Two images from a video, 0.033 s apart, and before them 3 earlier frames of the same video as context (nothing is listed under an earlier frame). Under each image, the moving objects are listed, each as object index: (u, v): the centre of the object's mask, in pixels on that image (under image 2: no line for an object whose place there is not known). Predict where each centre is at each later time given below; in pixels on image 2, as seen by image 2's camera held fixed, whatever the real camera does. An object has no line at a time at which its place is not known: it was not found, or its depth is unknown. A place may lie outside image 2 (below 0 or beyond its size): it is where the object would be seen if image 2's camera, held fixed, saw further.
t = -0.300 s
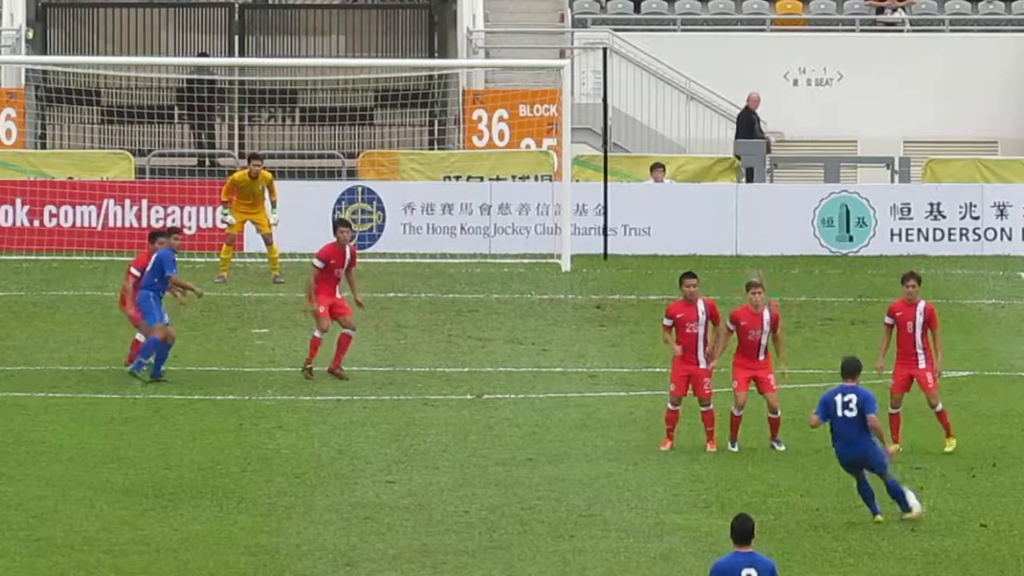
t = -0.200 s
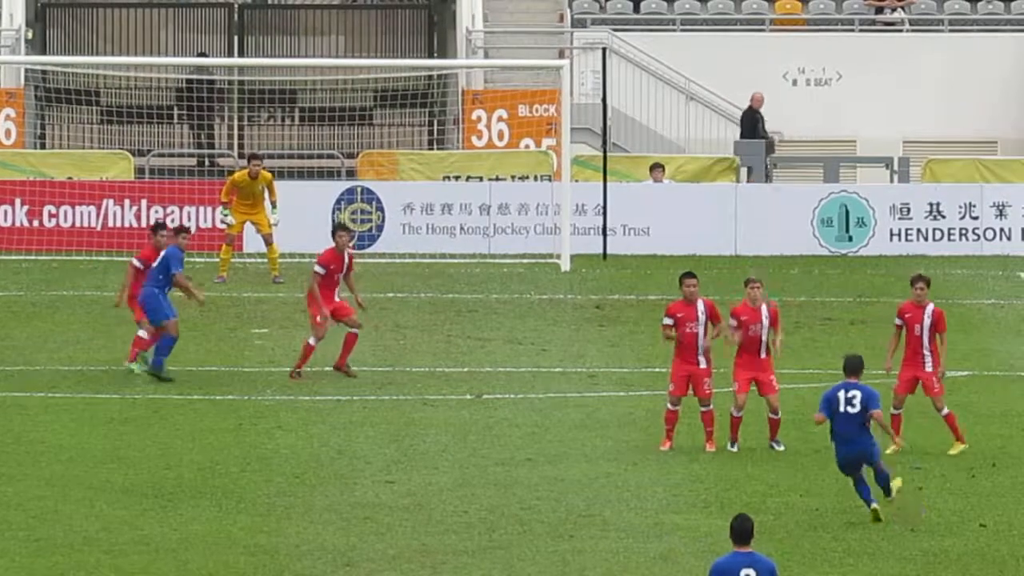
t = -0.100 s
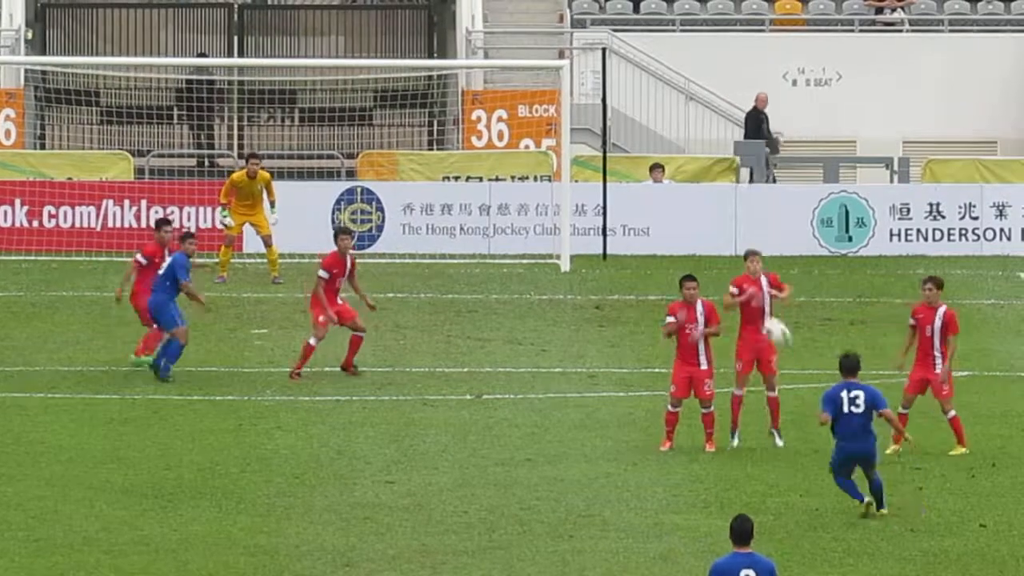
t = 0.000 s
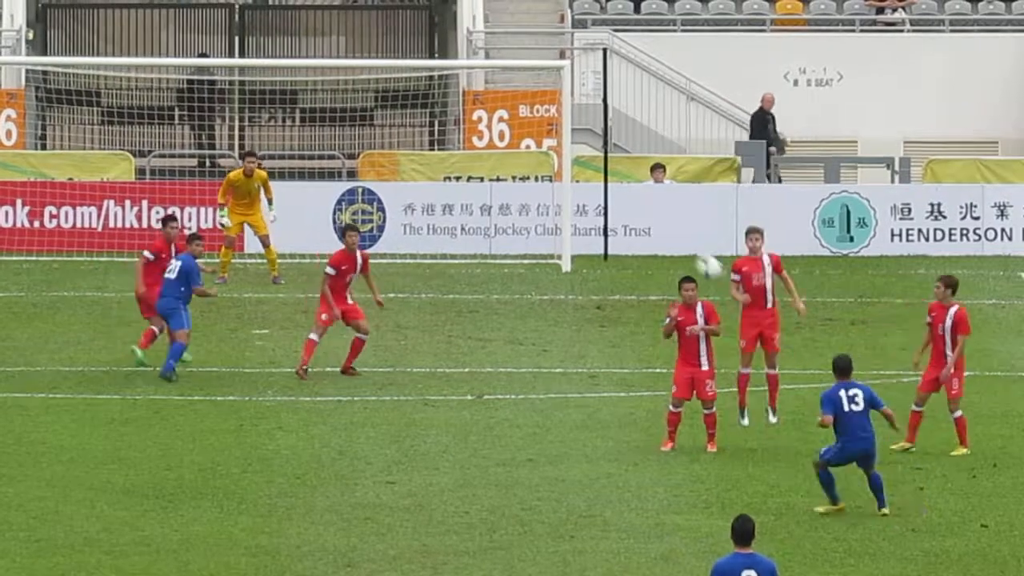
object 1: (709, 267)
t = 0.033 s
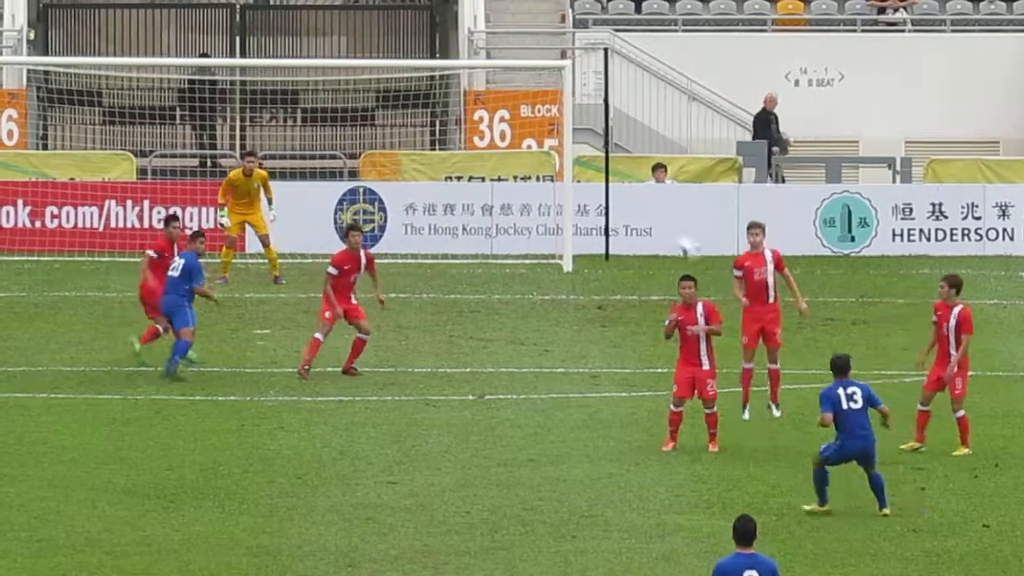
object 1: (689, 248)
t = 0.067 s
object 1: (668, 233)
